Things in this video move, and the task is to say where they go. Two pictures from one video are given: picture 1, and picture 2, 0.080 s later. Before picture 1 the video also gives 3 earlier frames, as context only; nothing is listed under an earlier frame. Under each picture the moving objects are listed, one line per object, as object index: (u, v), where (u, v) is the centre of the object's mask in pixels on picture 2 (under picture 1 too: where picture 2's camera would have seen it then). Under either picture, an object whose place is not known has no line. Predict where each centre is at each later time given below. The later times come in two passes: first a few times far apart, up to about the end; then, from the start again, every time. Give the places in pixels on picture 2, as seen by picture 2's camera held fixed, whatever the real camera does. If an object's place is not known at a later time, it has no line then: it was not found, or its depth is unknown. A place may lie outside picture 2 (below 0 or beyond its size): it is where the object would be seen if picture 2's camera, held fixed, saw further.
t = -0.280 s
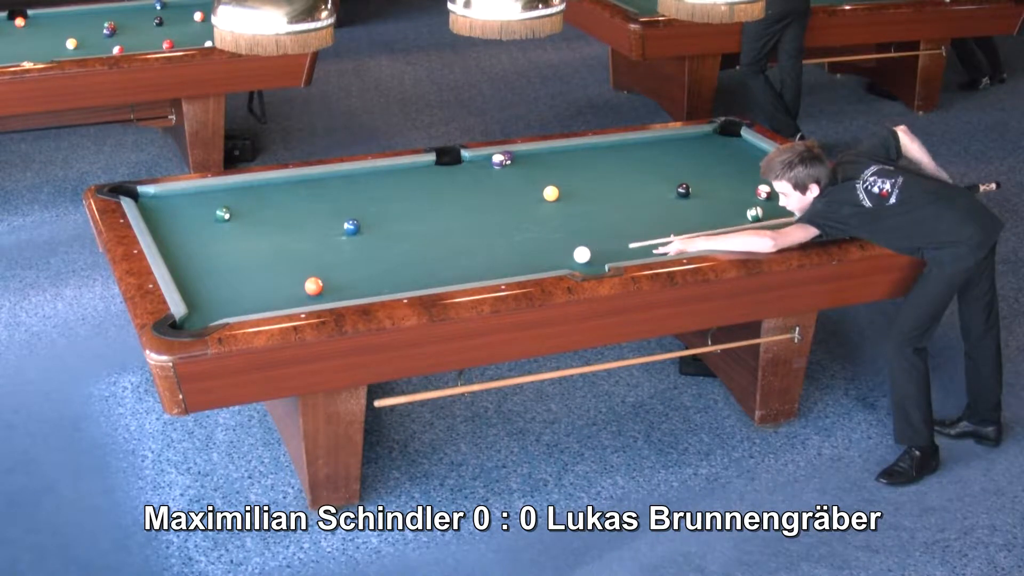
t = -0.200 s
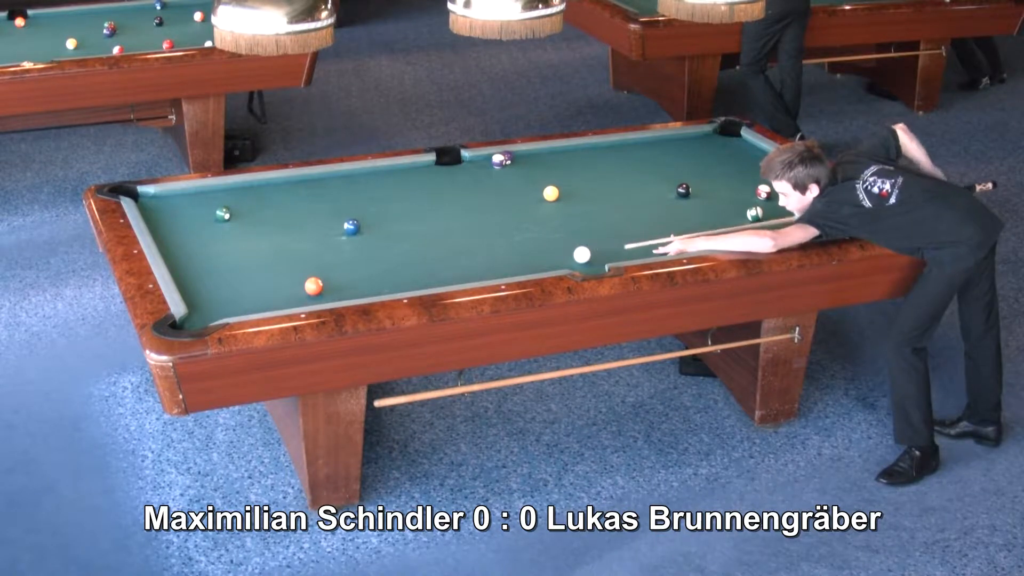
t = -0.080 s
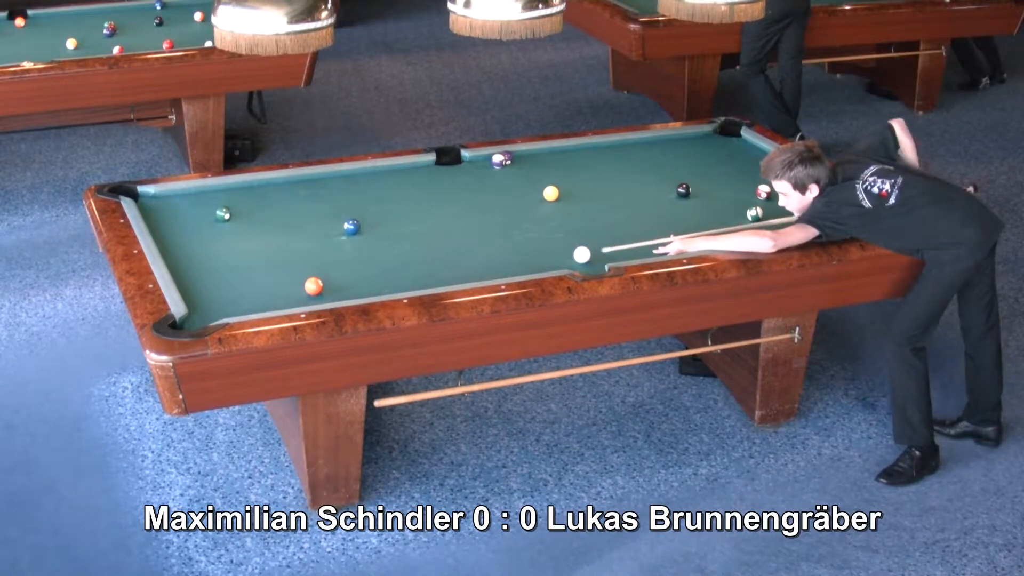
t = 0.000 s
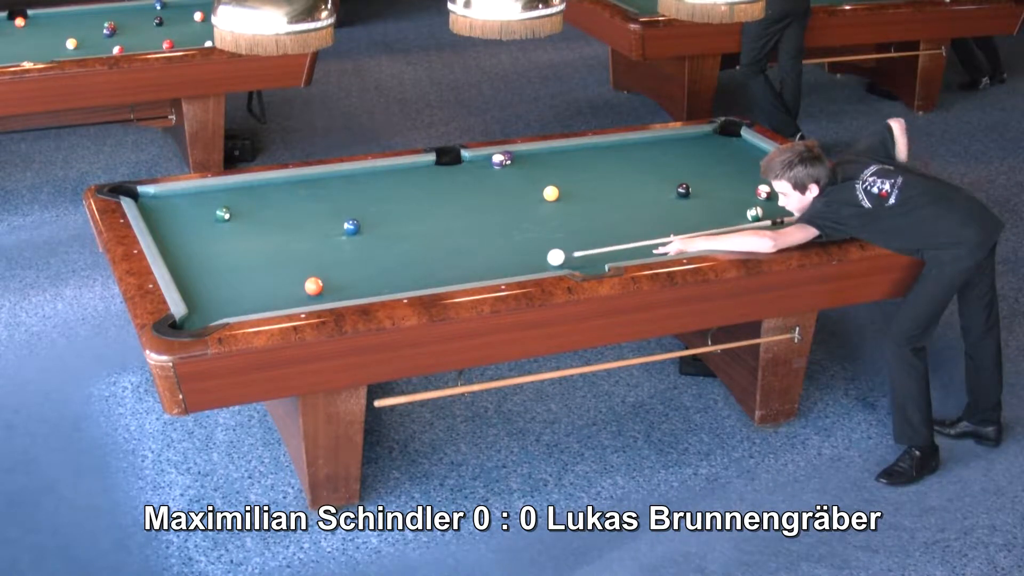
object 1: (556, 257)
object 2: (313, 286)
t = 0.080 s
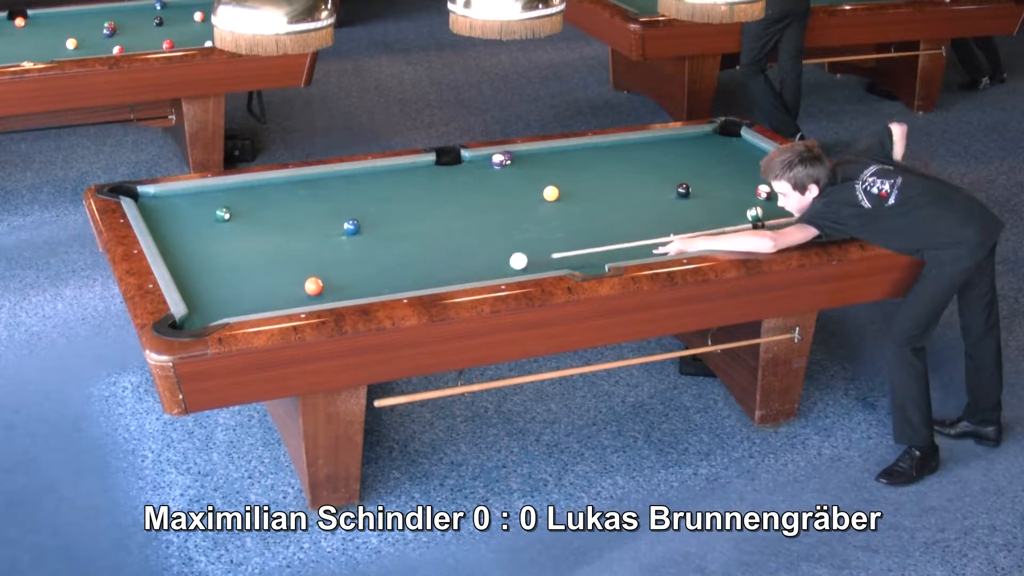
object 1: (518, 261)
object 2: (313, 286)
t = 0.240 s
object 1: (446, 268)
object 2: (313, 286)
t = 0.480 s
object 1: (336, 280)
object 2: (313, 286)
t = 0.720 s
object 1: (284, 272)
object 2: (259, 303)
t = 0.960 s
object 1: (235, 265)
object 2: (206, 319)
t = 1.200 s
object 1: (189, 259)
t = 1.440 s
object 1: (175, 251)
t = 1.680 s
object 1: (188, 244)
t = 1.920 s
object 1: (200, 238)
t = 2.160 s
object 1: (211, 232)
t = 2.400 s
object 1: (220, 227)
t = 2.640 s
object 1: (228, 222)
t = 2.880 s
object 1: (235, 218)
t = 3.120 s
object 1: (242, 214)
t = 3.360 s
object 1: (248, 211)
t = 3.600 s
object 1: (253, 208)
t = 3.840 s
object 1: (257, 206)
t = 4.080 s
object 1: (261, 204)
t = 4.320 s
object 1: (263, 203)
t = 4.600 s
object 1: (265, 202)
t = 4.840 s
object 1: (266, 202)
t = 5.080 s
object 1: (267, 202)
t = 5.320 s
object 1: (267, 202)
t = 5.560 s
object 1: (267, 202)
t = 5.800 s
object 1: (267, 202)
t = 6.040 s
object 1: (267, 202)
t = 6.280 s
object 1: (267, 201)
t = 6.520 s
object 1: (267, 202)
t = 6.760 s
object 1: (267, 201)
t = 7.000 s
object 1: (267, 201)
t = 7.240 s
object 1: (267, 202)
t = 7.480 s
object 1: (267, 202)
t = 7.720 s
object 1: (267, 202)
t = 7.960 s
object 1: (267, 202)
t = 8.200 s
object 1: (267, 202)
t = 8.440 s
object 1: (267, 201)
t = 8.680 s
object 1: (267, 201)
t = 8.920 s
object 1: (267, 201)
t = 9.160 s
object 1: (267, 201)
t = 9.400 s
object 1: (267, 201)
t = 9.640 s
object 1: (267, 201)
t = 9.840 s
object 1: (267, 201)
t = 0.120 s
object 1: (500, 263)
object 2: (313, 286)
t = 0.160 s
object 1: (482, 265)
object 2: (313, 286)
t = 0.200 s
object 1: (464, 266)
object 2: (313, 286)
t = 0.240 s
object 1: (446, 268)
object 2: (313, 286)
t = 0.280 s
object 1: (428, 270)
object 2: (313, 286)
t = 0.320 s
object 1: (410, 272)
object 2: (313, 286)
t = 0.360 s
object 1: (391, 274)
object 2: (313, 286)
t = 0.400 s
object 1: (373, 276)
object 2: (313, 286)
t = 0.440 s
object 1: (355, 278)
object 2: (313, 286)
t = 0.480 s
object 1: (336, 280)
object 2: (313, 286)
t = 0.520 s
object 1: (324, 280)
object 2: (308, 287)
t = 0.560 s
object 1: (317, 278)
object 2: (296, 291)
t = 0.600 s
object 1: (310, 276)
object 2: (286, 295)
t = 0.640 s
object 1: (302, 275)
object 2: (276, 298)
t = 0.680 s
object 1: (293, 273)
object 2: (267, 301)
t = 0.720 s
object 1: (284, 272)
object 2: (259, 303)
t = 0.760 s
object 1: (276, 271)
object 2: (250, 306)
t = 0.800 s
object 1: (268, 270)
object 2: (242, 308)
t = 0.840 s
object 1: (260, 269)
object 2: (233, 311)
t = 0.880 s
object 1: (251, 268)
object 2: (224, 313)
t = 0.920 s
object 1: (243, 267)
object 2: (215, 316)
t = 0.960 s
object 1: (235, 265)
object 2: (206, 319)
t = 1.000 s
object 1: (227, 264)
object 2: (198, 323)
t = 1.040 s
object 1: (220, 263)
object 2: (190, 327)
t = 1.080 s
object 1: (212, 262)
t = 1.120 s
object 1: (204, 261)
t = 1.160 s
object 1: (197, 260)
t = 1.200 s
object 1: (189, 259)
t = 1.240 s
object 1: (182, 257)
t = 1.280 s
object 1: (174, 256)
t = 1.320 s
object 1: (168, 254)
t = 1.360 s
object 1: (171, 254)
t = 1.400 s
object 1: (173, 252)
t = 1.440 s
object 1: (175, 251)
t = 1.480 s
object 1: (177, 250)
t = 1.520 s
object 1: (180, 249)
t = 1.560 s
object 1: (182, 248)
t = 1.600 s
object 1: (184, 247)
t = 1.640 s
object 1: (186, 246)
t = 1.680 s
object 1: (188, 244)
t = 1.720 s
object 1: (190, 243)
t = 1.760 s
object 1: (192, 242)
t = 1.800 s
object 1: (194, 241)
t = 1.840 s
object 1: (196, 240)
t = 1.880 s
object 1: (198, 239)
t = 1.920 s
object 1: (200, 238)
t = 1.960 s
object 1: (202, 237)
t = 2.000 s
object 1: (204, 236)
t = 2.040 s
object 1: (205, 235)
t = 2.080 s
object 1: (207, 234)
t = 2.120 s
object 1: (209, 233)
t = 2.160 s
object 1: (211, 232)
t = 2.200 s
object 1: (212, 231)
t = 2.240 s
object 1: (214, 230)
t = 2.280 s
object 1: (215, 229)
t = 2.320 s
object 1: (217, 228)
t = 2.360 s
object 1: (219, 228)
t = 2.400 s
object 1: (220, 227)
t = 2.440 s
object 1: (222, 226)
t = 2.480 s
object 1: (223, 225)
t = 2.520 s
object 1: (224, 224)
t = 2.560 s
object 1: (226, 224)
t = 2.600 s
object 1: (227, 223)
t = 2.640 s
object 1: (228, 222)
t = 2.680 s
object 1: (230, 221)
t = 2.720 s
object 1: (231, 220)
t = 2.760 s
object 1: (232, 220)
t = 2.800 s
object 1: (233, 219)
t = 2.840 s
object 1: (234, 218)
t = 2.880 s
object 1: (235, 218)
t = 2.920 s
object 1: (237, 217)
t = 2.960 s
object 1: (238, 217)
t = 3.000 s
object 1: (239, 216)
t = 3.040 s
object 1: (240, 215)
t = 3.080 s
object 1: (241, 215)
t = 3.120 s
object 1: (242, 214)
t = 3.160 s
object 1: (243, 213)
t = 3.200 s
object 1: (244, 213)
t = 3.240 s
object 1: (245, 212)
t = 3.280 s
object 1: (246, 212)
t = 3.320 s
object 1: (247, 211)
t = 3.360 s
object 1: (248, 211)
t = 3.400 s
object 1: (249, 210)
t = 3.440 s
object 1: (250, 210)
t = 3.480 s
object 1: (251, 209)
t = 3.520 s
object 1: (252, 209)
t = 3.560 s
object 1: (252, 209)
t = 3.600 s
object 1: (253, 208)
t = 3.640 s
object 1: (254, 208)
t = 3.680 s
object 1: (254, 207)
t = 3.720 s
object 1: (255, 207)
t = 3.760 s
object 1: (256, 207)
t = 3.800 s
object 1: (256, 206)
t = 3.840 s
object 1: (257, 206)
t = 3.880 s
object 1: (258, 205)
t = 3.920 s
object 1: (259, 205)
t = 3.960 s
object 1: (259, 205)
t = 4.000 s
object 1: (260, 205)
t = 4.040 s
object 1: (260, 204)
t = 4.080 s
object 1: (261, 204)
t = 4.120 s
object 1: (261, 204)
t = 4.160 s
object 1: (262, 204)
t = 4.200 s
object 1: (262, 203)
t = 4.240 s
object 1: (262, 203)
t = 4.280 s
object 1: (263, 203)
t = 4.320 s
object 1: (263, 203)
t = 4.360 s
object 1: (264, 203)
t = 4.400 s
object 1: (264, 203)
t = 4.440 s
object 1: (264, 202)
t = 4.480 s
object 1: (265, 202)
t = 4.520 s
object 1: (265, 202)
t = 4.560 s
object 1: (265, 202)
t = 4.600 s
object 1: (265, 202)
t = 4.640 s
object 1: (266, 202)
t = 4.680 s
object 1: (266, 202)
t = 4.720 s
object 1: (266, 202)
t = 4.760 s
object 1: (266, 202)
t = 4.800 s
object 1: (266, 202)
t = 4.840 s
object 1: (266, 202)
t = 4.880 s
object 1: (267, 202)
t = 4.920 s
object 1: (267, 202)
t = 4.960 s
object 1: (267, 202)
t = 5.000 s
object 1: (267, 202)
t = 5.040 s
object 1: (267, 202)
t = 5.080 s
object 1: (267, 202)
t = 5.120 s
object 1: (267, 202)
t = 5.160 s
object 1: (267, 202)
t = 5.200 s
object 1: (267, 202)
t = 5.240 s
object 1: (267, 202)
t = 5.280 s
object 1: (267, 202)
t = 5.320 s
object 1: (267, 202)
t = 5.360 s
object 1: (267, 202)
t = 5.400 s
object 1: (267, 202)
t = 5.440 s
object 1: (267, 202)
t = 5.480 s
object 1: (267, 201)
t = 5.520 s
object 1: (267, 202)
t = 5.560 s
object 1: (267, 202)
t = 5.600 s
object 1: (267, 202)
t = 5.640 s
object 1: (267, 202)
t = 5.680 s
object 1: (267, 202)
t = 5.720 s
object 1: (267, 202)
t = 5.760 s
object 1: (267, 201)
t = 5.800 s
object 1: (267, 202)
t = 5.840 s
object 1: (267, 201)
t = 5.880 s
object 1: (267, 202)
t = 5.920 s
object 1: (267, 202)
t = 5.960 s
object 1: (267, 201)
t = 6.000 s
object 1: (267, 201)
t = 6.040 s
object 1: (267, 202)
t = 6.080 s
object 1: (267, 201)
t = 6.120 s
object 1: (267, 201)
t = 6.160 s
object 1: (267, 201)
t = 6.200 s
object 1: (267, 201)
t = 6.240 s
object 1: (267, 201)
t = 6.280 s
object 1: (267, 201)
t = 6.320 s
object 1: (267, 202)
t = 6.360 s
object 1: (267, 202)
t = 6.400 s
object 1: (267, 201)
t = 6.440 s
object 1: (267, 202)
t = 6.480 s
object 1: (267, 201)
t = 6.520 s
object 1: (267, 202)
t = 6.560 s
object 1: (267, 202)
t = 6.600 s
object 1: (267, 202)
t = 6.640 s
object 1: (267, 202)
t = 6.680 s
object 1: (267, 202)
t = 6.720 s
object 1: (267, 201)
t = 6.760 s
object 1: (267, 201)
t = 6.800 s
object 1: (267, 202)
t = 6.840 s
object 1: (267, 201)
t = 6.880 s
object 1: (267, 202)
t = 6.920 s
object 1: (267, 201)
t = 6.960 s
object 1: (267, 201)
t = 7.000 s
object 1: (267, 201)
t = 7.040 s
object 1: (267, 201)
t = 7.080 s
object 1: (267, 201)
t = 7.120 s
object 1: (267, 201)
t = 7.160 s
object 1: (267, 202)
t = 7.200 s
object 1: (267, 202)
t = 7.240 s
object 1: (267, 202)
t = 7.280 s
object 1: (267, 202)
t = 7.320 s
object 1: (267, 202)
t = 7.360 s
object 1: (267, 201)
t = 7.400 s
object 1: (267, 202)
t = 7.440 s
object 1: (267, 202)
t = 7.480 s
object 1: (267, 202)
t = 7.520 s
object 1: (267, 201)
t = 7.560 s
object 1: (267, 202)
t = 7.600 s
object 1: (267, 201)
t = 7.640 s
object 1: (267, 201)
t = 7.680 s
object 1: (267, 202)
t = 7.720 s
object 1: (267, 202)
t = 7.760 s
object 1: (267, 202)
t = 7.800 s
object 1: (267, 202)
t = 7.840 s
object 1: (267, 202)
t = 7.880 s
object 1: (267, 202)
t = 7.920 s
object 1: (267, 202)
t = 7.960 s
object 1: (267, 202)
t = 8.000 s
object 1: (267, 202)
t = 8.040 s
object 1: (267, 202)
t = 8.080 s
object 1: (267, 202)
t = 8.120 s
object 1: (267, 202)
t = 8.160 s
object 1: (267, 202)
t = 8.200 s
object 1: (267, 202)
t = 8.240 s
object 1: (267, 201)
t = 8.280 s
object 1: (267, 201)
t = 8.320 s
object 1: (267, 201)
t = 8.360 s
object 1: (267, 201)
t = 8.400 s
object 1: (267, 201)
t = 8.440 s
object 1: (267, 201)
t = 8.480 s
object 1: (267, 201)
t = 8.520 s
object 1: (267, 201)
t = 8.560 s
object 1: (267, 201)
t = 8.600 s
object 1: (267, 201)
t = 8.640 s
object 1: (267, 201)
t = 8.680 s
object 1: (267, 201)
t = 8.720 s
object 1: (267, 201)
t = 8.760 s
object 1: (267, 201)
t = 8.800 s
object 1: (267, 201)
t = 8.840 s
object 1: (267, 201)
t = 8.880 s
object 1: (267, 201)
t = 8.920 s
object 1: (267, 201)
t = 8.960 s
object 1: (267, 201)
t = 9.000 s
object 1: (267, 201)
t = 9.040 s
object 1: (267, 201)
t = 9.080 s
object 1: (267, 201)
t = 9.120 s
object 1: (267, 201)
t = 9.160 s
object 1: (267, 201)
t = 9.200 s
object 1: (267, 201)
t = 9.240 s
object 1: (267, 201)
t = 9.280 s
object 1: (267, 201)
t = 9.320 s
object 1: (267, 201)
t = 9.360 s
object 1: (267, 201)
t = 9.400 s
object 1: (267, 201)
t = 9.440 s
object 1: (267, 201)
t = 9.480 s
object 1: (267, 201)
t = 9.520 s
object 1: (267, 201)
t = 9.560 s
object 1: (267, 201)
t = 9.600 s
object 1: (267, 201)
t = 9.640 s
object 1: (267, 201)
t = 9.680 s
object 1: (267, 201)
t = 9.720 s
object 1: (267, 201)
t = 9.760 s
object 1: (267, 201)
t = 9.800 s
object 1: (267, 201)
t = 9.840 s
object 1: (267, 201)
